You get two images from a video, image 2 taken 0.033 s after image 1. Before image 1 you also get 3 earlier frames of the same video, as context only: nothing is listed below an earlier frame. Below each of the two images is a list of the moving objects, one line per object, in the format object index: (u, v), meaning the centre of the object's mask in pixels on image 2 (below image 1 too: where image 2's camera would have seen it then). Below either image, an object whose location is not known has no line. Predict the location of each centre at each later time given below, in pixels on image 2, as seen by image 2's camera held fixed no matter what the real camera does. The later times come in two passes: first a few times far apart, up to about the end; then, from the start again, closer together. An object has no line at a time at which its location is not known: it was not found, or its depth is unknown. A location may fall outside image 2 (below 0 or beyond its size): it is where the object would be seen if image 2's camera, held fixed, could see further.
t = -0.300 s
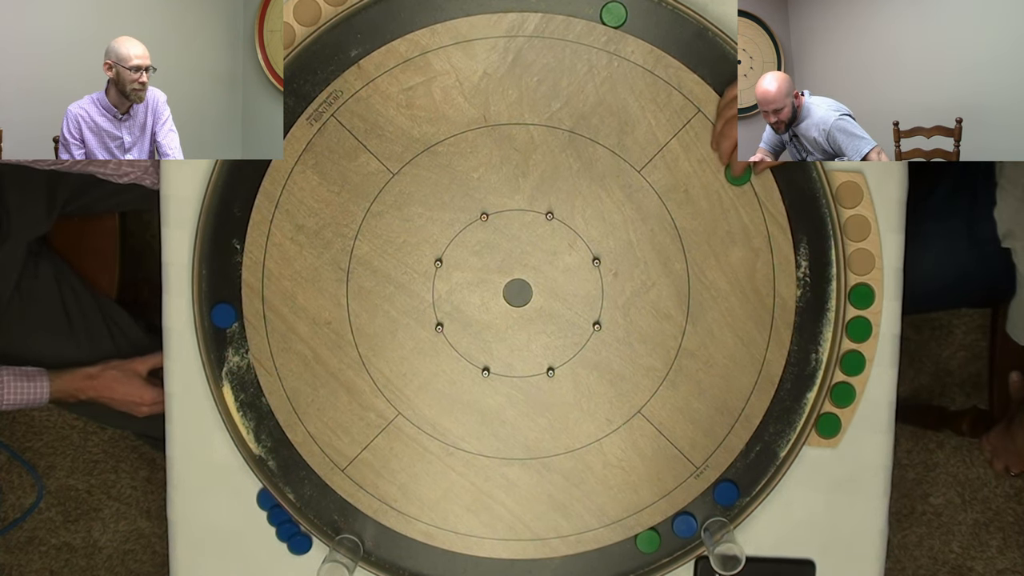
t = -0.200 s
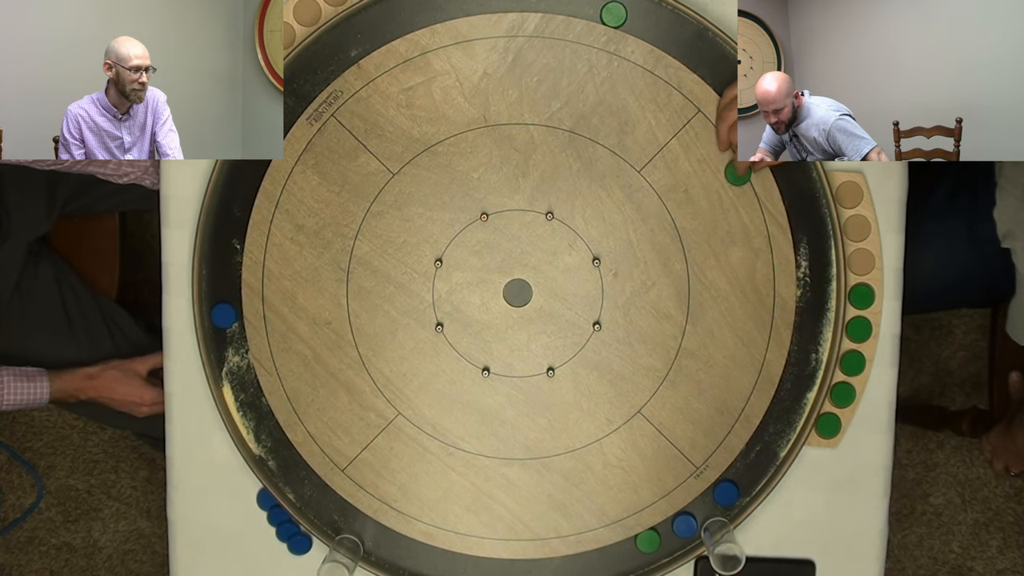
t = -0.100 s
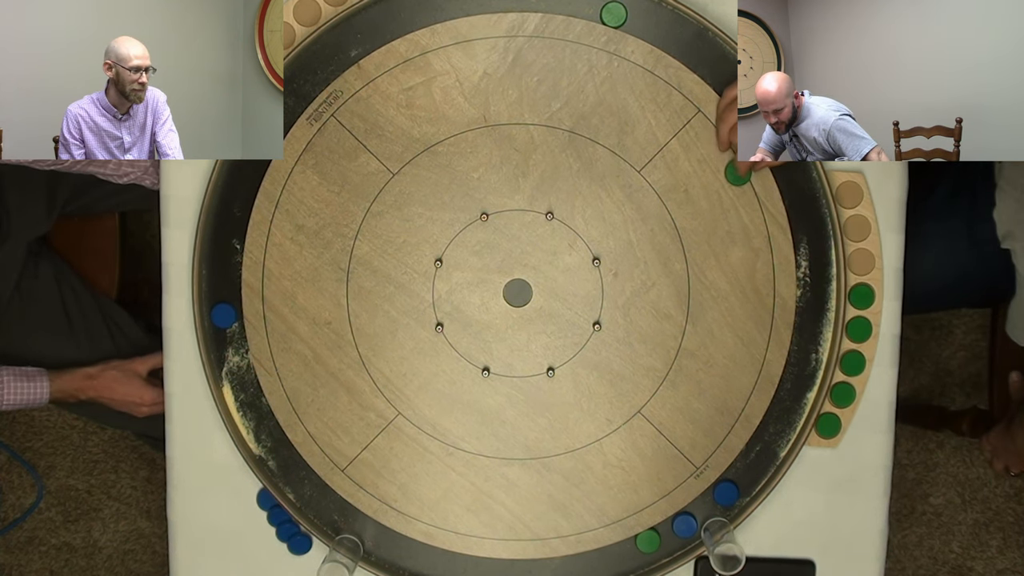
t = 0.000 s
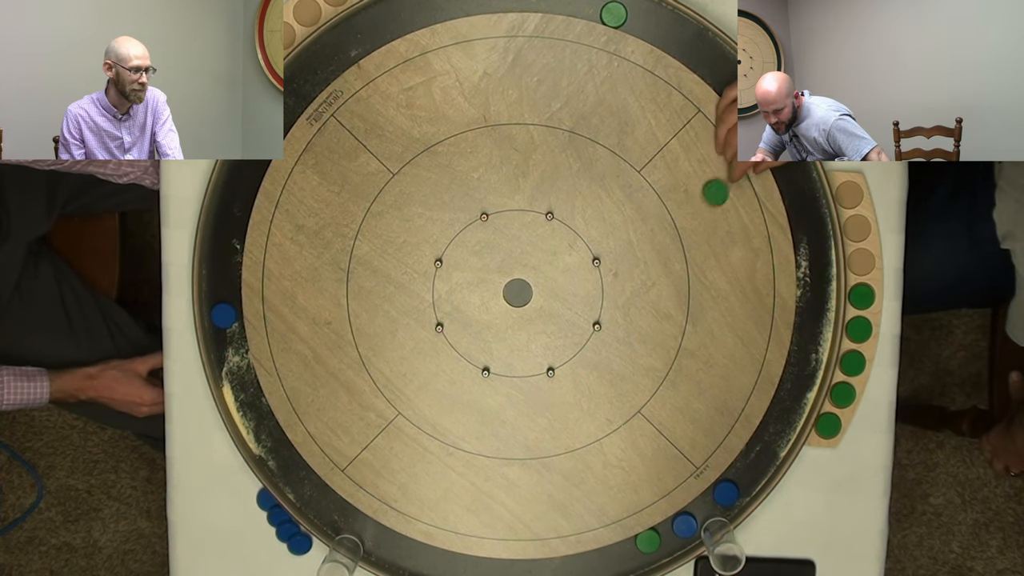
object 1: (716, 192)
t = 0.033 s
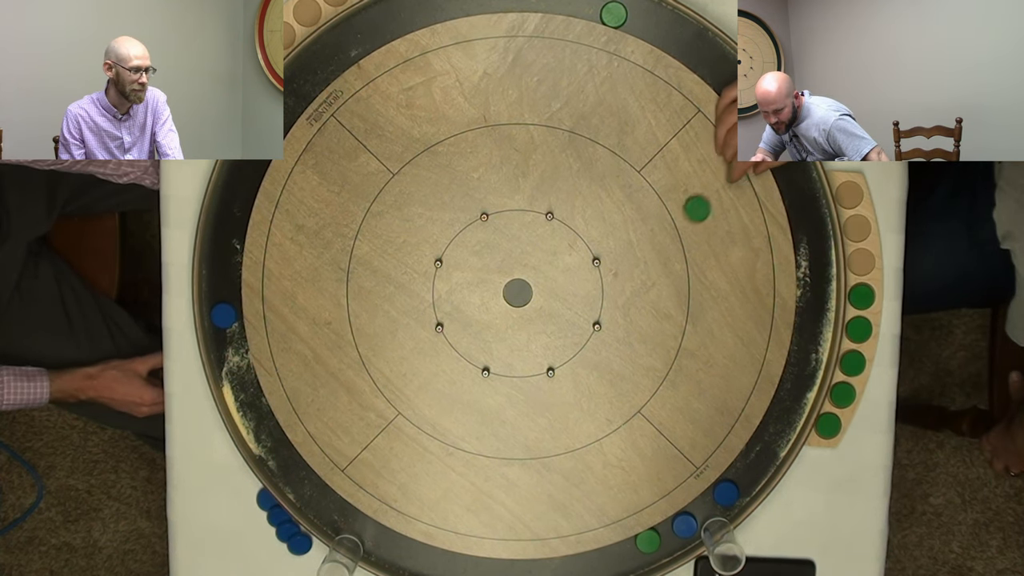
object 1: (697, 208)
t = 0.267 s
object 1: (600, 292)
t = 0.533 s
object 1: (560, 322)
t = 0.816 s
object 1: (560, 322)
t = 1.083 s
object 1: (559, 322)
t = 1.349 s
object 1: (560, 322)
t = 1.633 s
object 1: (559, 322)
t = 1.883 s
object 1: (560, 322)
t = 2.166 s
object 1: (560, 322)
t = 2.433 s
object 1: (560, 322)
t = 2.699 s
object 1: (560, 322)
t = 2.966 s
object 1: (560, 322)
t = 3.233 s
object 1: (560, 322)
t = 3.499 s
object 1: (560, 322)
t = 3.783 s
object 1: (560, 322)
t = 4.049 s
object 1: (560, 322)
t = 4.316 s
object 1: (560, 322)
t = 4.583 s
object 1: (560, 322)
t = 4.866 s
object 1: (560, 322)
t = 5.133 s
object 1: (560, 322)
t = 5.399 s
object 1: (560, 322)
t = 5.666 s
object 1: (560, 322)
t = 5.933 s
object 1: (559, 322)
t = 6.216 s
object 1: (559, 322)
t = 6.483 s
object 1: (559, 322)
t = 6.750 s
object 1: (559, 322)
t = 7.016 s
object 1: (559, 322)
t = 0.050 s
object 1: (688, 216)
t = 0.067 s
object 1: (679, 224)
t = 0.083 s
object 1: (671, 231)
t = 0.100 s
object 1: (663, 238)
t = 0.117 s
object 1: (655, 245)
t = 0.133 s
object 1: (648, 251)
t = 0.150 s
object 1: (641, 257)
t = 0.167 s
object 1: (634, 263)
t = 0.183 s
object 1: (628, 268)
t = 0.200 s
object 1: (622, 274)
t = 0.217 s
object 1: (616, 278)
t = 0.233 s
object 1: (610, 283)
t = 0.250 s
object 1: (605, 288)
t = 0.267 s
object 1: (600, 292)
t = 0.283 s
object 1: (595, 296)
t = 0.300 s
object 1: (591, 299)
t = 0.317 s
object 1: (586, 303)
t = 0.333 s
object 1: (583, 306)
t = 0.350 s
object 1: (579, 308)
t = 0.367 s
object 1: (576, 311)
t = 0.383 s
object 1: (573, 313)
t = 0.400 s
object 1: (571, 315)
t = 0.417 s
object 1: (569, 317)
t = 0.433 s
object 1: (567, 318)
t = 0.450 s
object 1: (565, 319)
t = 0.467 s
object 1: (564, 320)
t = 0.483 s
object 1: (562, 321)
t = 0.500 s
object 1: (562, 322)
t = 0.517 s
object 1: (561, 322)
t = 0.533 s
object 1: (560, 322)
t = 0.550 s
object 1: (560, 322)
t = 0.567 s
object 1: (560, 322)
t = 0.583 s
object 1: (560, 322)
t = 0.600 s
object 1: (560, 322)
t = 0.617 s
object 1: (560, 322)
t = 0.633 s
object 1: (560, 322)
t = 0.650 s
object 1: (560, 322)
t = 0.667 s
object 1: (560, 322)
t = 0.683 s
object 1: (560, 322)
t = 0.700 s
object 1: (560, 322)
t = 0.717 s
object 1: (560, 322)
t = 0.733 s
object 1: (560, 322)
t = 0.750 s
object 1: (560, 322)
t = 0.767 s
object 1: (560, 322)
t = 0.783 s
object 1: (560, 322)
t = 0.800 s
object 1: (560, 322)
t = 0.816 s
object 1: (560, 322)
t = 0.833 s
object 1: (560, 322)
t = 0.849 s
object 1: (560, 322)
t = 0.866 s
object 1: (560, 322)
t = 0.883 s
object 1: (560, 322)
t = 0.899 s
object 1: (560, 322)
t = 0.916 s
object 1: (560, 322)
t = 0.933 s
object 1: (560, 322)
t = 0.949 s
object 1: (559, 322)
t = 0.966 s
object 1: (560, 322)
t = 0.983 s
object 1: (559, 322)
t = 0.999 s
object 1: (559, 322)
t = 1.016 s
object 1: (559, 322)
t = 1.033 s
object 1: (560, 322)
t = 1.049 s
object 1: (559, 322)
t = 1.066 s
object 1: (560, 322)
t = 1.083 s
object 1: (559, 322)
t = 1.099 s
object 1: (560, 322)
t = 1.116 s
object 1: (560, 322)
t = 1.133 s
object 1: (560, 322)
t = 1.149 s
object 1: (559, 322)
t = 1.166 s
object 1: (559, 322)
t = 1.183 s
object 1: (560, 322)
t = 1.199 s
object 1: (559, 322)
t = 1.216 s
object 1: (560, 322)
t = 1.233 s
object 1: (560, 322)
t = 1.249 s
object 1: (560, 322)
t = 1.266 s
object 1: (559, 322)
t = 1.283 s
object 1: (560, 322)
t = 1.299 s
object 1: (560, 322)
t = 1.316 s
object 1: (560, 322)
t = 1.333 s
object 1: (560, 322)
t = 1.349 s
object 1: (560, 322)
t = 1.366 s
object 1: (559, 322)
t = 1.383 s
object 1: (559, 322)
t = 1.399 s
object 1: (560, 322)
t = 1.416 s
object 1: (560, 322)
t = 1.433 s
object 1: (560, 322)
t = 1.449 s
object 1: (560, 322)
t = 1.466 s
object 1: (559, 322)
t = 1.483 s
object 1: (560, 322)
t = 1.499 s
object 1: (560, 322)
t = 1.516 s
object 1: (559, 322)
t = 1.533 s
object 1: (559, 322)
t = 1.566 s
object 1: (559, 322)
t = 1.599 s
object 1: (560, 322)
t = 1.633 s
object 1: (559, 322)
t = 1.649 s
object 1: (560, 322)
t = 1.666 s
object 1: (559, 322)
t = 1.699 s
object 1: (560, 322)
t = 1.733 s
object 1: (559, 322)
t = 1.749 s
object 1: (560, 322)
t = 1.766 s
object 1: (560, 322)
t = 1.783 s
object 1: (560, 322)
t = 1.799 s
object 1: (560, 322)
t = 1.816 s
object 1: (559, 322)
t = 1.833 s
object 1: (559, 322)
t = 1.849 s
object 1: (560, 322)
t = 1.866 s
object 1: (560, 322)
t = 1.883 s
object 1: (560, 322)
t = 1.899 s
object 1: (559, 322)
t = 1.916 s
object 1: (559, 322)
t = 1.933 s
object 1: (560, 322)
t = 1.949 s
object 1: (560, 322)
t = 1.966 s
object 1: (560, 322)
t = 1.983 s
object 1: (560, 322)
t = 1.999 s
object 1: (560, 322)
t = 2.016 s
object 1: (560, 322)
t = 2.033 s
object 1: (560, 322)
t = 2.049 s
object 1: (560, 322)
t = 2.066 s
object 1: (560, 322)
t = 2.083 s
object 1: (560, 322)
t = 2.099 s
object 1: (560, 322)
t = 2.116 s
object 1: (560, 322)
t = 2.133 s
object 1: (560, 322)
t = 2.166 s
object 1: (560, 322)
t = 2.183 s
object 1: (560, 322)
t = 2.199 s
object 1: (560, 322)
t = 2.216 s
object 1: (559, 322)
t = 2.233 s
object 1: (560, 322)
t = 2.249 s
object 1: (560, 322)
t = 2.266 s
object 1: (560, 322)
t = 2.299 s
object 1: (560, 322)
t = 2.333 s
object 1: (560, 322)
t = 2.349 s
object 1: (560, 322)
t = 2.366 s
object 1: (560, 322)
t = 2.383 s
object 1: (560, 322)
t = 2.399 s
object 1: (560, 322)
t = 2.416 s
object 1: (560, 322)
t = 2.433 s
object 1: (560, 322)
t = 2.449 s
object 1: (560, 322)
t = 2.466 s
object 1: (560, 322)
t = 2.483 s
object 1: (560, 322)
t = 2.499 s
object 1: (560, 322)
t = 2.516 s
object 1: (560, 322)
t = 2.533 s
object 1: (560, 322)
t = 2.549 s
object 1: (560, 322)
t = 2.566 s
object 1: (560, 322)
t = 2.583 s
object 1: (560, 322)
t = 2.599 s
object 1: (560, 322)
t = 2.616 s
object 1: (560, 322)
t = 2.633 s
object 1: (560, 322)
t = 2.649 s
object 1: (560, 322)
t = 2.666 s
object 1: (560, 322)
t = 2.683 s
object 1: (560, 322)
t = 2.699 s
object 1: (560, 322)
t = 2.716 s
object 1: (560, 322)
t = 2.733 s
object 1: (560, 322)
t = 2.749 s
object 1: (560, 322)
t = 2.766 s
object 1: (560, 322)
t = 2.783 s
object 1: (560, 322)
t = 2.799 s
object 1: (560, 322)
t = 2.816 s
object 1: (560, 322)
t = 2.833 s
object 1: (560, 322)
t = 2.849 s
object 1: (560, 322)
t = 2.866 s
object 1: (560, 322)
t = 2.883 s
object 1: (560, 322)
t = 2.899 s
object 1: (560, 322)
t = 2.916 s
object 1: (560, 322)
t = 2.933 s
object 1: (560, 322)
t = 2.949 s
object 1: (560, 322)
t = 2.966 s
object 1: (560, 322)
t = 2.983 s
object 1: (559, 322)
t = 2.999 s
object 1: (560, 322)
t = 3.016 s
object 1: (560, 322)
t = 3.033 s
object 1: (560, 322)
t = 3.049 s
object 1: (560, 322)
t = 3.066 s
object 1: (559, 322)
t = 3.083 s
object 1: (560, 322)
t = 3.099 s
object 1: (560, 322)
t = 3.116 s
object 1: (560, 322)
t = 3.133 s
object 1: (560, 322)
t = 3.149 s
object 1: (559, 322)
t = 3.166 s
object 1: (560, 322)
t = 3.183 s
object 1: (560, 322)
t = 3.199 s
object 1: (560, 322)
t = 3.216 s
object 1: (560, 322)
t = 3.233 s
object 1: (560, 322)
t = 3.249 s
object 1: (560, 322)
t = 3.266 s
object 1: (560, 322)
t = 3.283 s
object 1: (560, 322)
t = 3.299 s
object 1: (560, 322)
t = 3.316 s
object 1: (560, 322)
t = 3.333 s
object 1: (560, 322)
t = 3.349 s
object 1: (560, 322)
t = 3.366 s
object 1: (560, 322)
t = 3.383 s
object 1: (559, 322)
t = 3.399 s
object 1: (560, 322)
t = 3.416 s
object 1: (560, 322)
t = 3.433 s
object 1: (560, 322)
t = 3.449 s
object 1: (559, 322)
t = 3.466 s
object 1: (559, 322)
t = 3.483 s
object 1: (560, 322)
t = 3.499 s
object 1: (560, 322)
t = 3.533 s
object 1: (560, 322)
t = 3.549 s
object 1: (559, 322)
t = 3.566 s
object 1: (560, 322)
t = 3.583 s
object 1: (560, 322)
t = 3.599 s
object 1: (560, 322)
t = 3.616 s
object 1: (560, 322)
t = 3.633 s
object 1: (560, 322)
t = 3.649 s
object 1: (560, 322)
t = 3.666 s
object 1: (560, 322)
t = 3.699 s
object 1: (559, 322)
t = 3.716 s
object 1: (560, 322)
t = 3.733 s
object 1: (560, 322)
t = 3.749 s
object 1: (560, 322)
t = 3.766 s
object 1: (559, 322)
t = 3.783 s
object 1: (560, 322)
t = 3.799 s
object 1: (560, 322)
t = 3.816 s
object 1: (559, 322)
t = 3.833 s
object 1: (560, 322)
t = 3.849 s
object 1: (559, 322)
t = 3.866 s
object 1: (559, 322)
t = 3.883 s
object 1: (560, 322)
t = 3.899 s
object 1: (559, 322)
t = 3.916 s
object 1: (560, 322)
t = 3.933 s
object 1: (560, 322)
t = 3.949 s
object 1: (559, 322)
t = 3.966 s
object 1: (560, 322)
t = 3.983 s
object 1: (560, 322)
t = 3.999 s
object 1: (560, 322)
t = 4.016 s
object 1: (560, 322)
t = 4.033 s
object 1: (560, 322)
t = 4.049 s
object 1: (560, 322)
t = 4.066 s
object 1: (560, 322)
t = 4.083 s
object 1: (560, 322)
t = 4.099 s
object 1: (560, 322)
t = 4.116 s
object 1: (560, 322)
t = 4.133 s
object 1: (560, 322)
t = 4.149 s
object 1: (560, 322)
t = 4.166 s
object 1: (560, 322)
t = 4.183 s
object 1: (560, 322)
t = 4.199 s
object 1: (560, 322)
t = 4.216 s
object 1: (560, 322)
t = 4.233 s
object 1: (560, 322)
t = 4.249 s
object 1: (560, 322)
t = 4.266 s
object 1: (560, 322)
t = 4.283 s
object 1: (560, 322)
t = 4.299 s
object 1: (560, 322)
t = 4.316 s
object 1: (560, 322)
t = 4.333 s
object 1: (560, 322)
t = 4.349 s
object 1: (560, 322)
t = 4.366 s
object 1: (559, 322)
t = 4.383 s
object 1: (560, 322)
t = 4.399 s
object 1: (560, 322)
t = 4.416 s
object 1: (560, 322)
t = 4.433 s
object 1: (560, 322)
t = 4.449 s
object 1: (560, 322)
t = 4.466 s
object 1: (560, 322)
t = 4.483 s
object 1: (560, 322)
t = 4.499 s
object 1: (560, 322)
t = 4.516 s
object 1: (560, 322)
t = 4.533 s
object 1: (560, 322)
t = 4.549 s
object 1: (560, 322)
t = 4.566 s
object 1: (560, 322)
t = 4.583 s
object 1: (560, 322)
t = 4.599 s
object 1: (560, 322)
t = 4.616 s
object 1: (560, 322)
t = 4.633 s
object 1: (560, 322)
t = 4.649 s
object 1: (560, 322)
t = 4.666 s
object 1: (560, 322)
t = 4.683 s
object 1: (560, 322)
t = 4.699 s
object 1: (560, 322)
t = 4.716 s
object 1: (560, 322)
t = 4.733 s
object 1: (560, 322)
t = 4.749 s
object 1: (560, 322)
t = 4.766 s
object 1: (560, 322)
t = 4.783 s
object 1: (560, 322)
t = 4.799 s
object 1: (560, 322)
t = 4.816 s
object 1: (560, 322)
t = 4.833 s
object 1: (560, 322)
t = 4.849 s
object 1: (560, 322)
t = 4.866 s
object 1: (560, 322)
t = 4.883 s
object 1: (560, 322)
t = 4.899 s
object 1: (560, 322)
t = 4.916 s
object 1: (560, 322)
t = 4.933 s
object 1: (560, 322)
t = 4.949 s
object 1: (560, 322)
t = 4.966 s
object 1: (560, 322)
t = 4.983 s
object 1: (560, 322)
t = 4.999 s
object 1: (560, 322)
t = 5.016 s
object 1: (560, 322)
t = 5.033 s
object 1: (560, 322)
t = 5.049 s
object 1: (560, 322)
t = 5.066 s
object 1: (560, 322)
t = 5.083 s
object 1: (560, 322)
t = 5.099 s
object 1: (560, 322)
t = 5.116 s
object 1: (560, 322)
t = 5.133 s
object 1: (560, 322)
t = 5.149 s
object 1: (560, 322)
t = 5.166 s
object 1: (560, 322)
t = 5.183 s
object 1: (560, 322)
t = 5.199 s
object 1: (560, 322)
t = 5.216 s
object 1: (560, 322)
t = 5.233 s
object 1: (560, 322)
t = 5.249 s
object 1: (560, 322)
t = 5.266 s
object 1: (560, 322)
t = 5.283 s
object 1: (560, 322)
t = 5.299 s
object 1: (560, 322)
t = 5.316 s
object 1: (560, 322)
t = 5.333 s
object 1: (560, 322)
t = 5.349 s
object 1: (560, 322)
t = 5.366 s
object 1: (560, 322)
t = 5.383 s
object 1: (560, 322)
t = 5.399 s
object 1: (560, 322)
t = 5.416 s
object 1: (560, 322)
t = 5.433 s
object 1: (560, 322)
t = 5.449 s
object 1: (560, 322)
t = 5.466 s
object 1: (560, 322)
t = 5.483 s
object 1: (560, 322)
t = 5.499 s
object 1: (560, 322)
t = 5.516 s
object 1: (560, 322)
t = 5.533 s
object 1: (560, 322)
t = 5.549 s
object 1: (560, 322)
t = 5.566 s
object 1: (560, 322)
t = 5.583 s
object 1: (560, 322)
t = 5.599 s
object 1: (560, 322)
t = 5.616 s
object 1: (560, 322)
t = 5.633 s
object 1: (560, 322)
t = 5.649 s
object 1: (560, 322)
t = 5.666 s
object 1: (560, 322)
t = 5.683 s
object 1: (560, 322)
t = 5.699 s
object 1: (560, 322)
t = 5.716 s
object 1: (559, 322)
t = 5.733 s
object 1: (559, 322)
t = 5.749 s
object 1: (560, 322)
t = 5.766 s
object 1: (560, 322)
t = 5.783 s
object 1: (560, 322)
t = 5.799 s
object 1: (560, 322)
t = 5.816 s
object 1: (560, 322)
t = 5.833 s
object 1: (560, 322)
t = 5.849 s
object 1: (560, 322)
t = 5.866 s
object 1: (560, 322)
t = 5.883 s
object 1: (559, 322)
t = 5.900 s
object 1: (559, 322)
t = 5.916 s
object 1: (559, 322)
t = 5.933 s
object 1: (559, 322)
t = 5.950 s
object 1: (559, 322)
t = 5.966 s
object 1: (559, 322)
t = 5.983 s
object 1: (559, 322)
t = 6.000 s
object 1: (559, 322)
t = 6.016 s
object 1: (559, 322)
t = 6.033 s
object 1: (559, 322)
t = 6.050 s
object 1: (559, 322)
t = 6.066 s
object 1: (559, 322)
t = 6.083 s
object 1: (559, 322)
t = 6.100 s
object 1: (559, 322)
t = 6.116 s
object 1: (559, 322)
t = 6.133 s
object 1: (559, 322)
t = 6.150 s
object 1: (559, 322)
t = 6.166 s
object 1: (559, 322)
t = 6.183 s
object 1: (559, 322)
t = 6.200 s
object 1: (559, 322)
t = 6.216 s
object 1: (559, 322)
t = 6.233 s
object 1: (559, 322)
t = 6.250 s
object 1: (559, 322)
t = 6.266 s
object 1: (559, 322)
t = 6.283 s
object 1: (559, 322)
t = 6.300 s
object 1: (559, 322)
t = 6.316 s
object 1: (559, 322)
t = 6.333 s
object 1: (559, 322)
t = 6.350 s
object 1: (559, 322)
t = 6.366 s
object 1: (559, 322)
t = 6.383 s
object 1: (559, 322)
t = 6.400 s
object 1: (559, 322)
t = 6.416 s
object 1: (559, 322)
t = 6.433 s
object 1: (559, 322)
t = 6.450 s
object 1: (559, 322)
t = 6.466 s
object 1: (559, 322)
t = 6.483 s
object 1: (559, 322)
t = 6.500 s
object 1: (559, 322)
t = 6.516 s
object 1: (559, 322)
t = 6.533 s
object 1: (559, 322)
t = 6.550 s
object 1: (559, 322)
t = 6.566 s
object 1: (559, 322)
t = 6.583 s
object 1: (559, 322)
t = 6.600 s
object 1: (559, 322)
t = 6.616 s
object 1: (559, 322)
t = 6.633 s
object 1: (559, 322)
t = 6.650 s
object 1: (559, 322)
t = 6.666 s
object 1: (559, 322)
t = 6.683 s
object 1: (559, 322)
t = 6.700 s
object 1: (559, 322)
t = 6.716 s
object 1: (559, 322)
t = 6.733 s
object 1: (559, 322)
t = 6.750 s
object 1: (559, 322)
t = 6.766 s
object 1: (559, 322)
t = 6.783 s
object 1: (559, 322)
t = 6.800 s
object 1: (559, 322)
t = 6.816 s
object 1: (559, 322)
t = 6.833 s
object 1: (559, 322)
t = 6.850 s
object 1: (559, 322)
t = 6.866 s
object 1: (559, 322)
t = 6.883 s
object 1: (559, 322)
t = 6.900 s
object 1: (559, 322)
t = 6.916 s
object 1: (559, 322)
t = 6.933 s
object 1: (559, 322)
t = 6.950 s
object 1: (559, 322)
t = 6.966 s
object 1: (559, 322)
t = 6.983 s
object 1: (559, 322)
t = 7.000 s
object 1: (559, 322)
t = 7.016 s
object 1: (559, 322)
